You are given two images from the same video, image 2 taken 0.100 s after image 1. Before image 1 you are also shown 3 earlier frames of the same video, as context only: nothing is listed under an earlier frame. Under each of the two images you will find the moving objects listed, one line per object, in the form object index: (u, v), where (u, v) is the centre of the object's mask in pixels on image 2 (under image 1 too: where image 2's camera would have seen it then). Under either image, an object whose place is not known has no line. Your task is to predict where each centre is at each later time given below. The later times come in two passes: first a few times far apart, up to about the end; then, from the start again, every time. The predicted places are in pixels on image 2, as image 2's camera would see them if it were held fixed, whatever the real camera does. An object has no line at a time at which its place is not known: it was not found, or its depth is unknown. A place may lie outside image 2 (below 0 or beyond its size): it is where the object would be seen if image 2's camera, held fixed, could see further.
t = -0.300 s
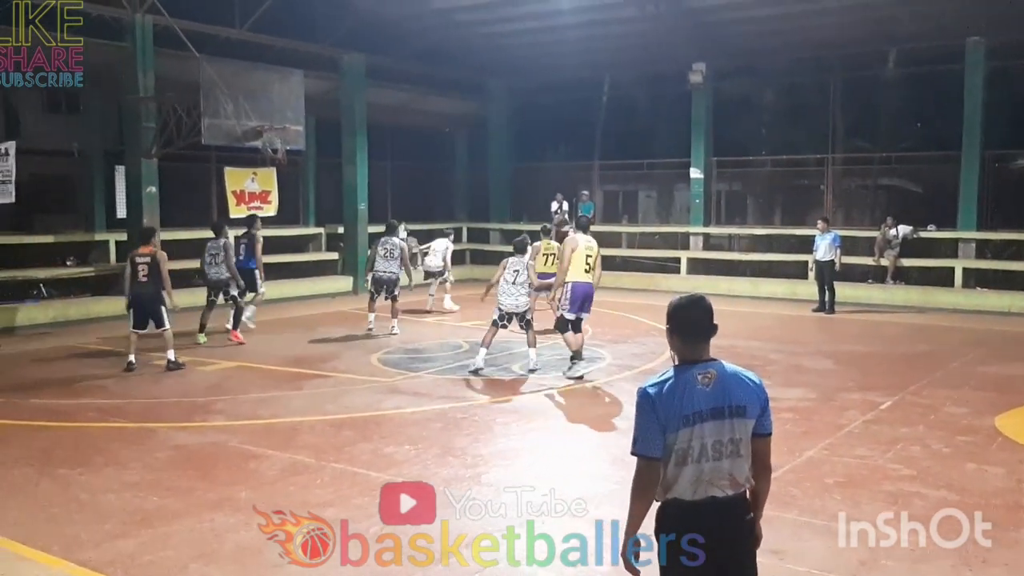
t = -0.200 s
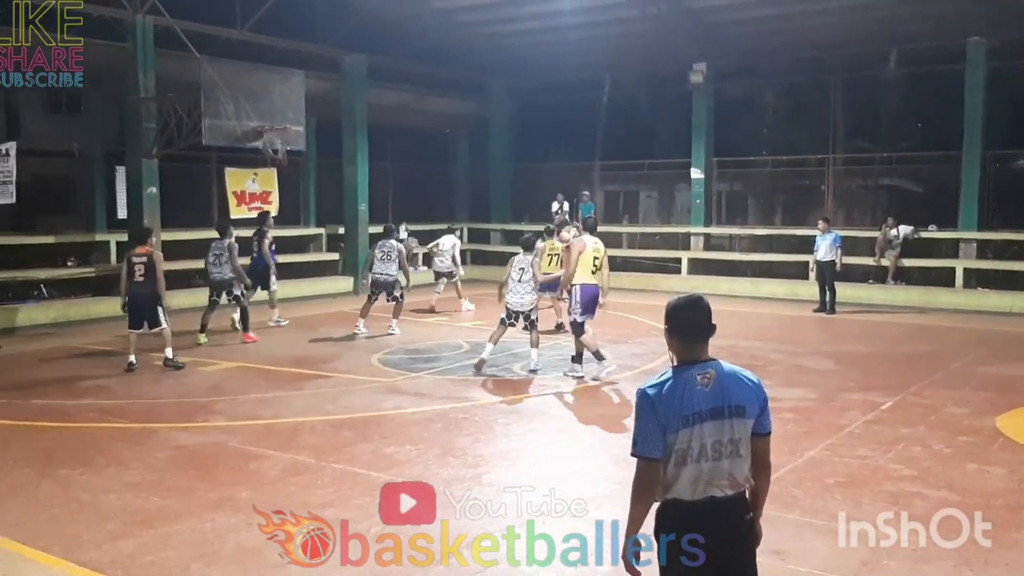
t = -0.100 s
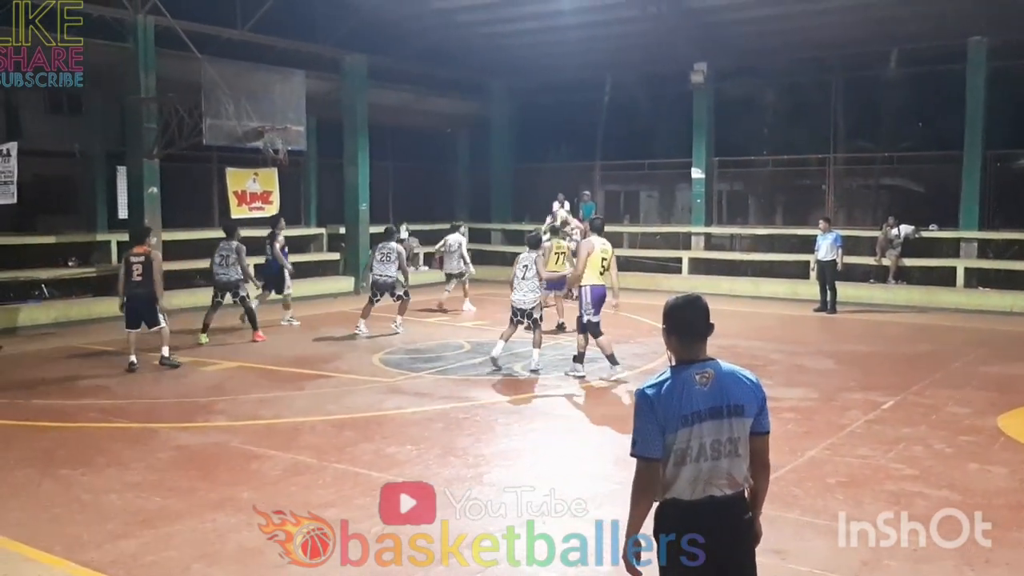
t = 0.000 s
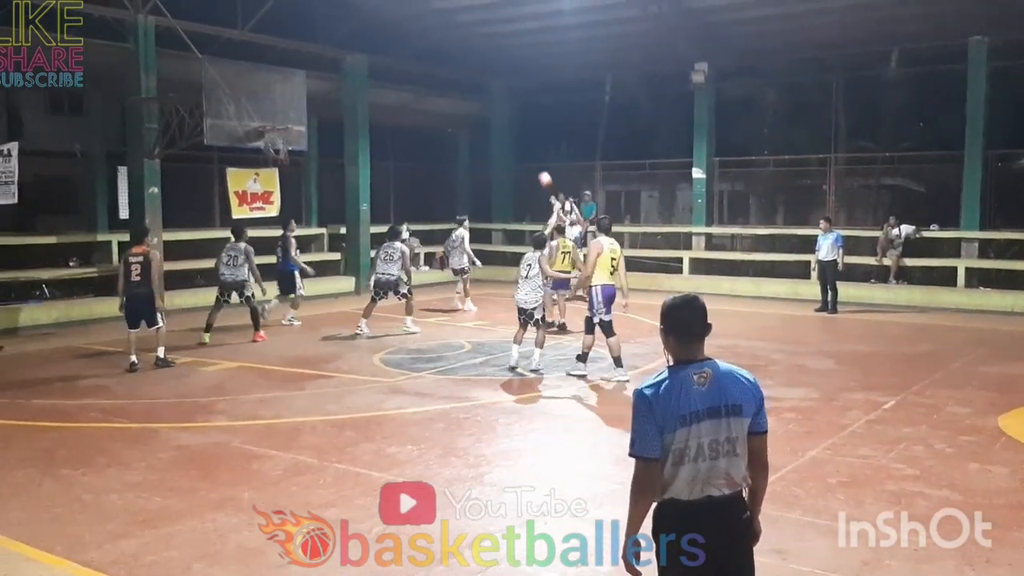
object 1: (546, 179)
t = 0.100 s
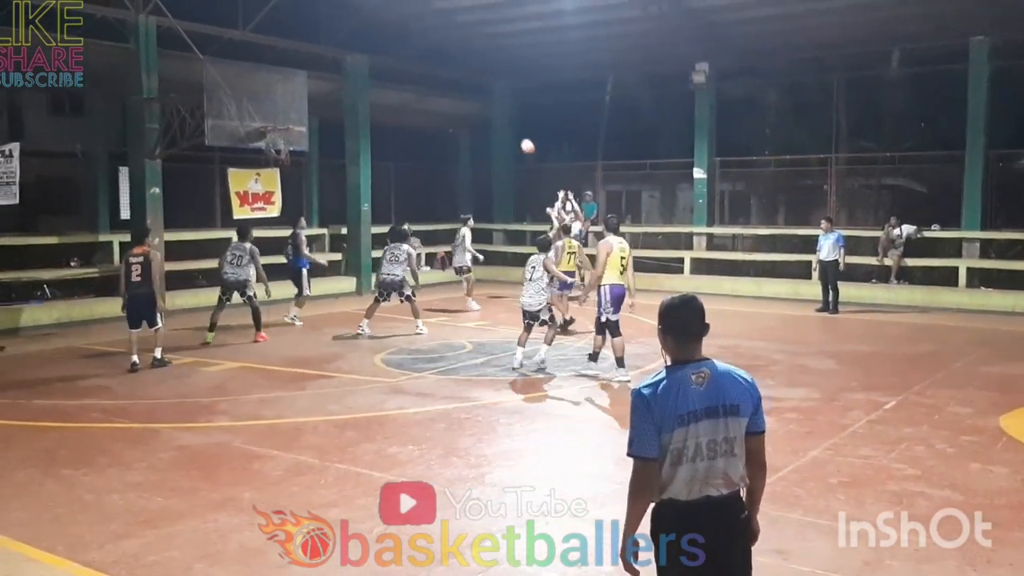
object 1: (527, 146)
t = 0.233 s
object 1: (501, 109)
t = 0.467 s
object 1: (454, 62)
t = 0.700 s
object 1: (401, 47)
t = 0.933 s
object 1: (346, 61)
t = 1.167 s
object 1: (290, 110)
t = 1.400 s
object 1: (294, 91)
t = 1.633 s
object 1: (325, 88)
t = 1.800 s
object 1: (349, 107)
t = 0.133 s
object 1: (521, 135)
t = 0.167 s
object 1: (514, 126)
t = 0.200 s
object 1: (508, 117)
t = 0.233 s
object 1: (501, 109)
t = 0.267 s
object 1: (495, 101)
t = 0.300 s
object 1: (489, 93)
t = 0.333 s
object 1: (482, 86)
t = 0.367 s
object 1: (475, 79)
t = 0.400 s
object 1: (468, 73)
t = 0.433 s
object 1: (460, 68)
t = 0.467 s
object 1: (454, 62)
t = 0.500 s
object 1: (446, 59)
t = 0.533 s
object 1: (439, 56)
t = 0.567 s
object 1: (432, 53)
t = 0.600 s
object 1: (424, 50)
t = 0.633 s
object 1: (417, 48)
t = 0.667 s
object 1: (409, 47)
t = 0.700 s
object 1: (401, 47)
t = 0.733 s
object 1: (394, 47)
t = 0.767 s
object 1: (386, 47)
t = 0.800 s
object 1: (378, 49)
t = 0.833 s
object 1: (370, 51)
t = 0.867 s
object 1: (363, 53)
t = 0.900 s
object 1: (355, 56)
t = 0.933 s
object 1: (346, 61)
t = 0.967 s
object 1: (339, 66)
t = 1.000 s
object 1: (331, 71)
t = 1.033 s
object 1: (323, 77)
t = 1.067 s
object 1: (315, 85)
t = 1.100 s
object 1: (306, 92)
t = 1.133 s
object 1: (298, 101)
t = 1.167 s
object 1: (290, 110)
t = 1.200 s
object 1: (280, 119)
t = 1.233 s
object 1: (276, 115)
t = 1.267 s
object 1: (278, 108)
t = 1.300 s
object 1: (283, 104)
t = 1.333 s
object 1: (287, 98)
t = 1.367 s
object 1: (290, 96)
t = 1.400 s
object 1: (294, 91)
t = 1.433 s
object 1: (299, 89)
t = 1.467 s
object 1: (304, 87)
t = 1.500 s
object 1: (309, 84)
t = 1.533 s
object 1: (312, 85)
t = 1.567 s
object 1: (316, 85)
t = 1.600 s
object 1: (321, 85)
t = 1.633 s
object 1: (325, 88)
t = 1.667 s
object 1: (330, 89)
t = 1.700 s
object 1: (334, 94)
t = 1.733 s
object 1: (339, 97)
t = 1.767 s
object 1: (343, 102)
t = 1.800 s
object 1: (349, 107)
